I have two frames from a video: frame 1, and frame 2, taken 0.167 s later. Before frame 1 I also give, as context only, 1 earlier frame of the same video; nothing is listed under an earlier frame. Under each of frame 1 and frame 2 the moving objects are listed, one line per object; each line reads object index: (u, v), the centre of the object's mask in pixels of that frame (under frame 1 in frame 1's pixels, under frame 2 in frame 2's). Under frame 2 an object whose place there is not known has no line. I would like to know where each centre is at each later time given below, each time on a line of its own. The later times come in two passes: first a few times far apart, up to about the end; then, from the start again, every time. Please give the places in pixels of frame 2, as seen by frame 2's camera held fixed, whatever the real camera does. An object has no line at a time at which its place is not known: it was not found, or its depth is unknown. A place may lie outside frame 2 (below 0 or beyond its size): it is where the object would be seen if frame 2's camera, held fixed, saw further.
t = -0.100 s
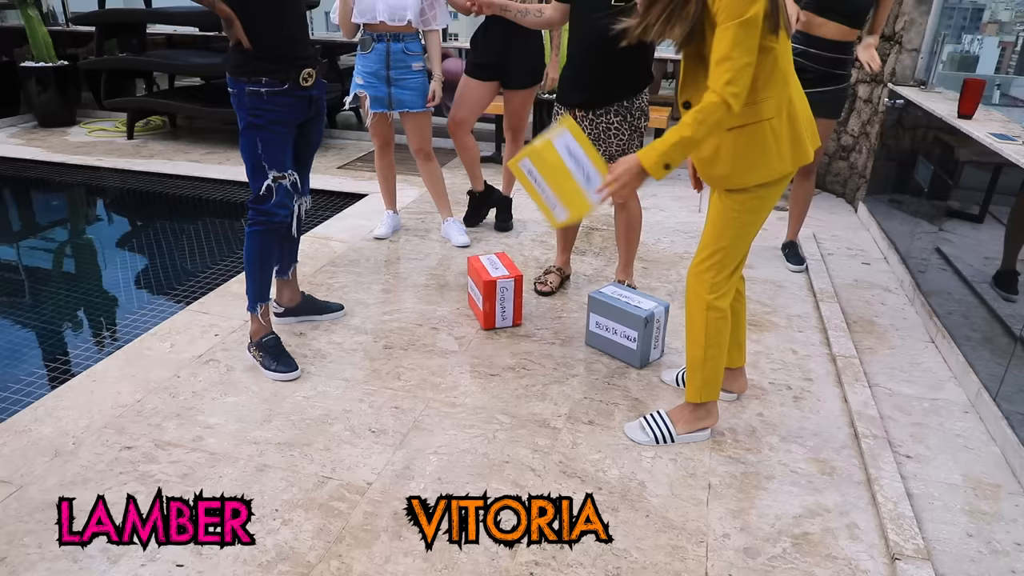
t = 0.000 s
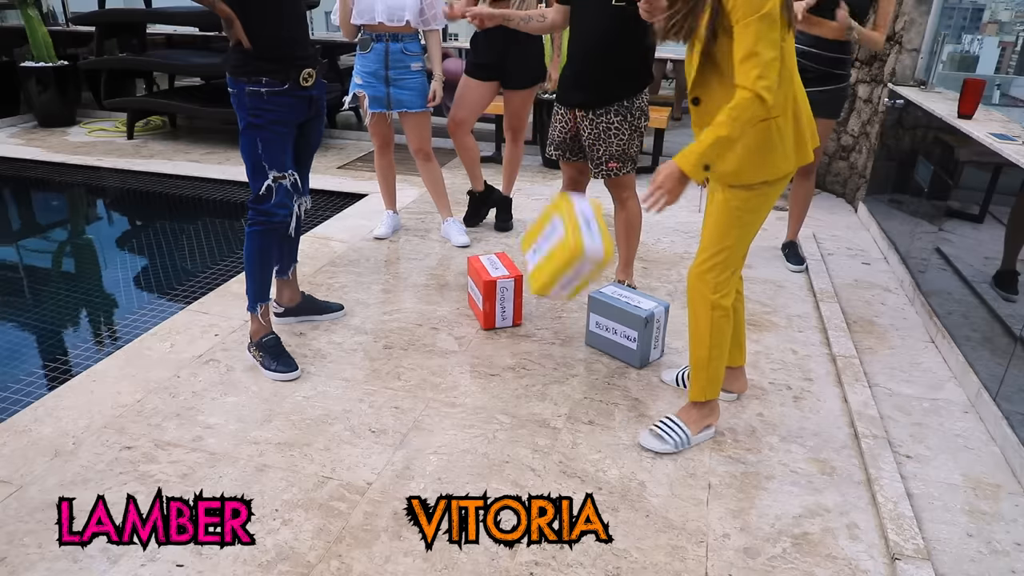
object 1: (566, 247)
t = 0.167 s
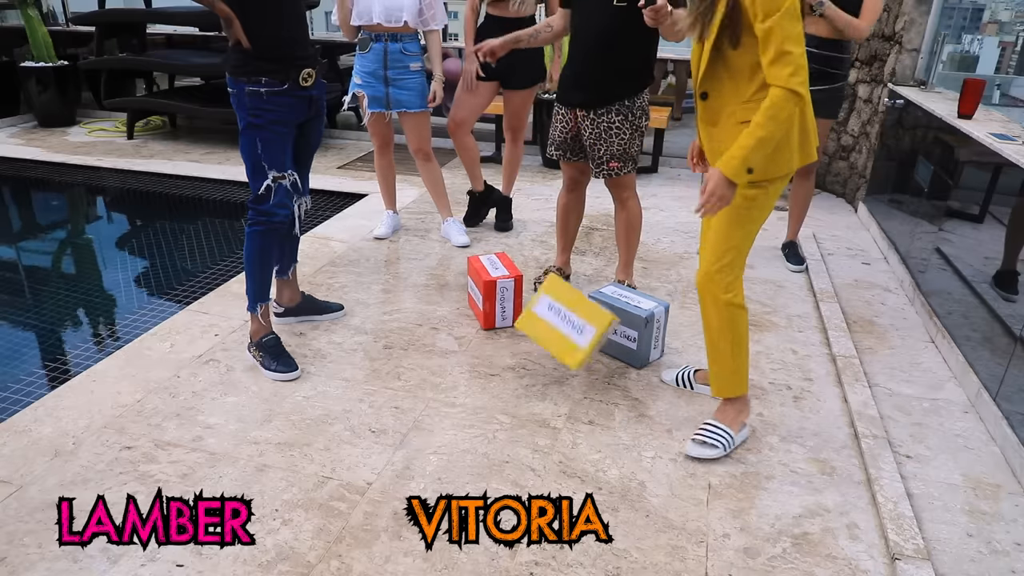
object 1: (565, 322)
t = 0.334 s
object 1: (568, 313)
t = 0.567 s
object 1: (550, 343)
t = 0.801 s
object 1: (550, 354)
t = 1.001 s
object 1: (542, 377)
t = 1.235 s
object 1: (548, 397)
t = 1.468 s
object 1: (549, 399)
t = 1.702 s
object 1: (549, 399)
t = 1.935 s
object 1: (549, 399)
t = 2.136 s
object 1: (549, 399)
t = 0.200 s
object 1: (566, 315)
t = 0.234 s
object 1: (567, 311)
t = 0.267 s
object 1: (567, 310)
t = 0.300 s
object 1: (567, 310)
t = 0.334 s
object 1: (568, 313)
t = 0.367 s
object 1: (569, 319)
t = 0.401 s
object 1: (569, 328)
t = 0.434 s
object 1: (569, 340)
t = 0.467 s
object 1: (565, 342)
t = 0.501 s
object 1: (559, 342)
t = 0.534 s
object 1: (553, 344)
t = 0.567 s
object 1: (550, 343)
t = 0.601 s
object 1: (548, 343)
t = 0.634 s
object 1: (546, 343)
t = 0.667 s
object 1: (546, 344)
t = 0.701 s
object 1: (546, 346)
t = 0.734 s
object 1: (547, 348)
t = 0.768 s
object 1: (549, 352)
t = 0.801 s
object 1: (550, 354)
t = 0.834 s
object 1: (551, 355)
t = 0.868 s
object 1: (550, 357)
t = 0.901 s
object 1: (550, 359)
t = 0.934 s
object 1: (546, 365)
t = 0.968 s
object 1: (544, 373)
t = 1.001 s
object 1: (542, 377)
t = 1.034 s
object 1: (541, 383)
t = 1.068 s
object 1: (540, 388)
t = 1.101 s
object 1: (541, 387)
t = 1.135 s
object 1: (543, 388)
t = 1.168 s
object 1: (546, 390)
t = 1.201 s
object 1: (547, 393)
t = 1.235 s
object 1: (548, 397)
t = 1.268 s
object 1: (549, 399)
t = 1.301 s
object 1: (549, 399)
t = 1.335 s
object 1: (549, 399)
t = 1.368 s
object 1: (549, 399)
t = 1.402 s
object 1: (549, 399)
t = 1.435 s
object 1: (549, 400)
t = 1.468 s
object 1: (549, 399)
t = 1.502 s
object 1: (549, 399)
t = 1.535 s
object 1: (549, 399)
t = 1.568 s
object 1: (549, 399)
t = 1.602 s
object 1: (549, 399)
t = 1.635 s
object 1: (549, 399)
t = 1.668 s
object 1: (549, 399)
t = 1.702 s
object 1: (549, 399)
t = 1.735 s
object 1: (549, 399)
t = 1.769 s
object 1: (549, 399)
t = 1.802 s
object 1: (549, 399)
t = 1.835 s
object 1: (549, 399)
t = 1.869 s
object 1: (549, 399)
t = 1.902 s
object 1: (549, 399)
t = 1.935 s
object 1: (549, 399)
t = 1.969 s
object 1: (549, 399)
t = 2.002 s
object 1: (549, 399)
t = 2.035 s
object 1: (549, 399)
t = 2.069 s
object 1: (549, 399)
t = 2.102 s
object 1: (549, 399)
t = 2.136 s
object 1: (549, 399)
